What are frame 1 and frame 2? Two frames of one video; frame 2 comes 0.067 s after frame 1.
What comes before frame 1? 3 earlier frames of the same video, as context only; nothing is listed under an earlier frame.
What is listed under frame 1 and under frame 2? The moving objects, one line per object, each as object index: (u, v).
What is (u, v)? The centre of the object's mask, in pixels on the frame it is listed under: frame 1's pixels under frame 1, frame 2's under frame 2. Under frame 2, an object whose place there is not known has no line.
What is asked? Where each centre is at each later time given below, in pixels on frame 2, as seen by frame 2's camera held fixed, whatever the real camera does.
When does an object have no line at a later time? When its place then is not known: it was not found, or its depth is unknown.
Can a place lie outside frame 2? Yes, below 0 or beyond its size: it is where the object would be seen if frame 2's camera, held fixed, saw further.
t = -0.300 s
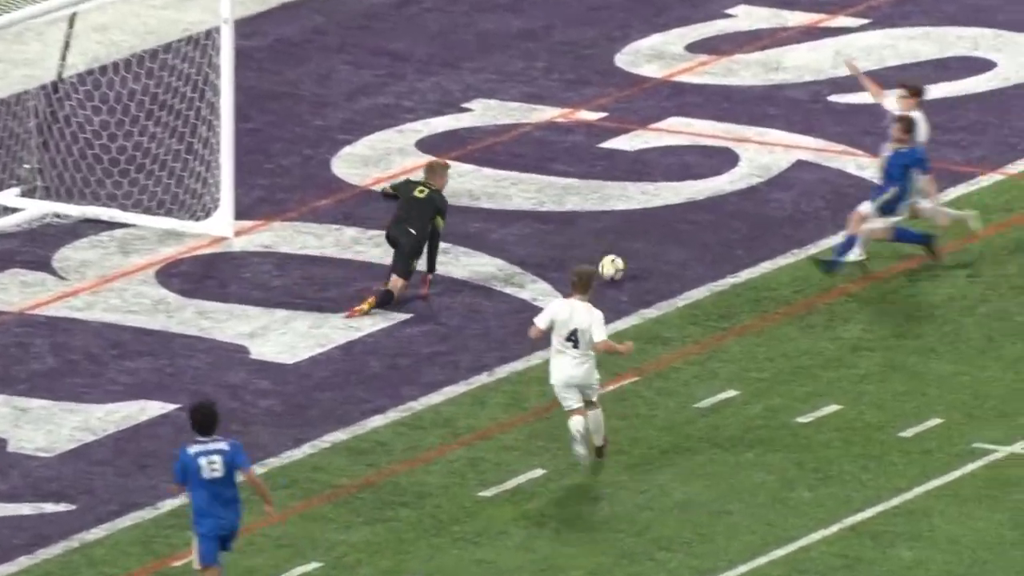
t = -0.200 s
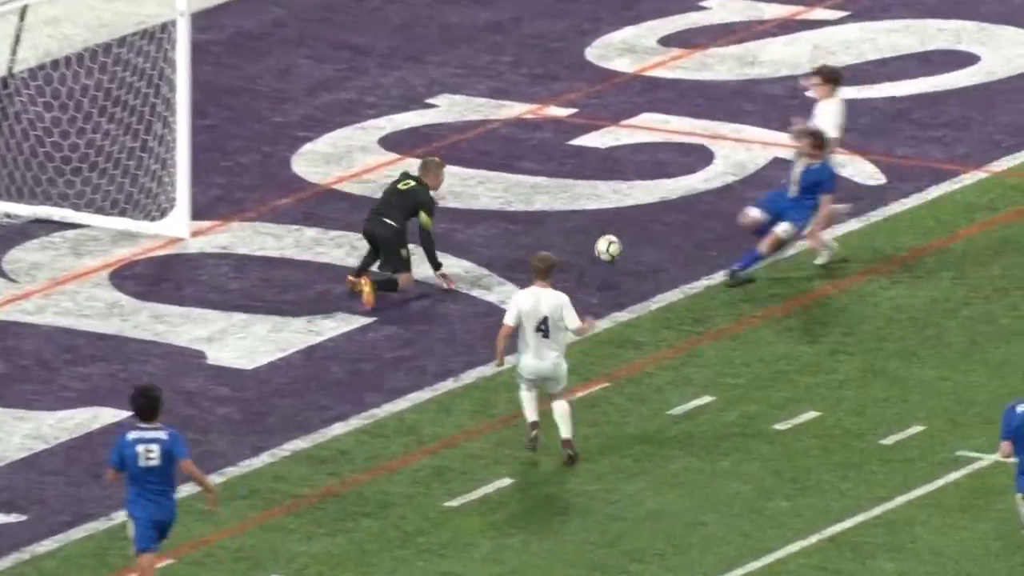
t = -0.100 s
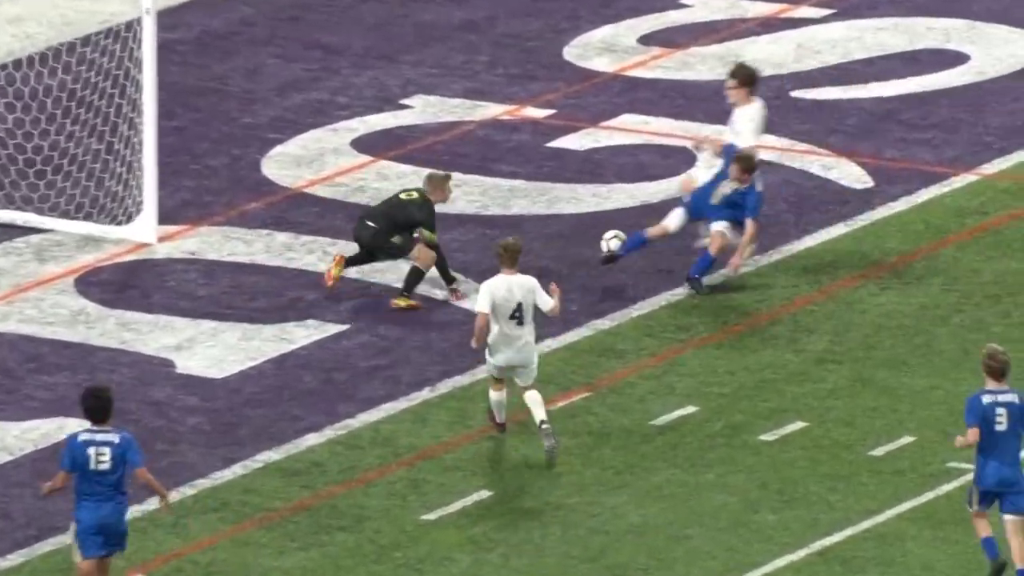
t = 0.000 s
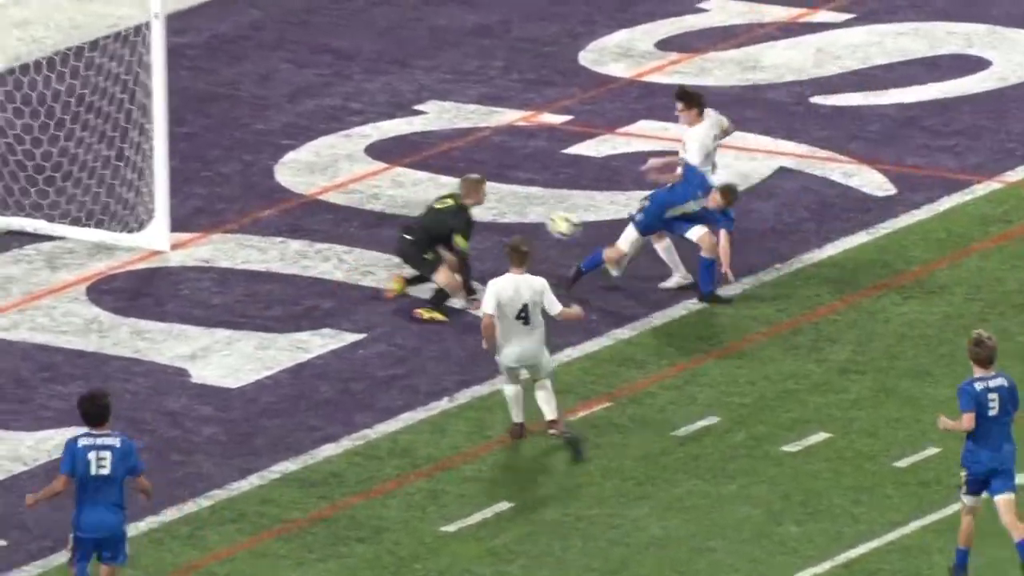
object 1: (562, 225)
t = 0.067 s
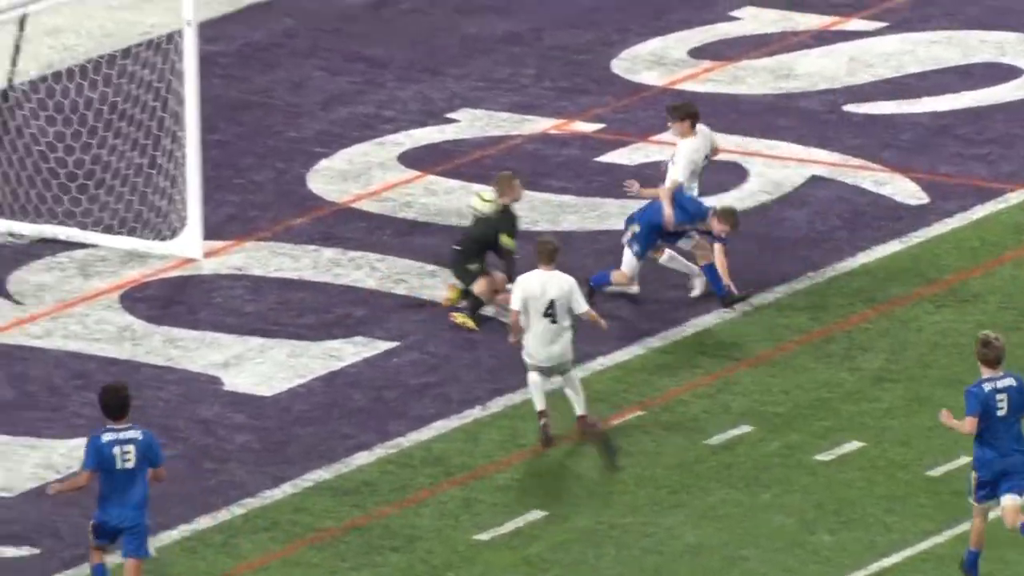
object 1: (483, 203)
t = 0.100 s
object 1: (427, 192)
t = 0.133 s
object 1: (373, 177)
